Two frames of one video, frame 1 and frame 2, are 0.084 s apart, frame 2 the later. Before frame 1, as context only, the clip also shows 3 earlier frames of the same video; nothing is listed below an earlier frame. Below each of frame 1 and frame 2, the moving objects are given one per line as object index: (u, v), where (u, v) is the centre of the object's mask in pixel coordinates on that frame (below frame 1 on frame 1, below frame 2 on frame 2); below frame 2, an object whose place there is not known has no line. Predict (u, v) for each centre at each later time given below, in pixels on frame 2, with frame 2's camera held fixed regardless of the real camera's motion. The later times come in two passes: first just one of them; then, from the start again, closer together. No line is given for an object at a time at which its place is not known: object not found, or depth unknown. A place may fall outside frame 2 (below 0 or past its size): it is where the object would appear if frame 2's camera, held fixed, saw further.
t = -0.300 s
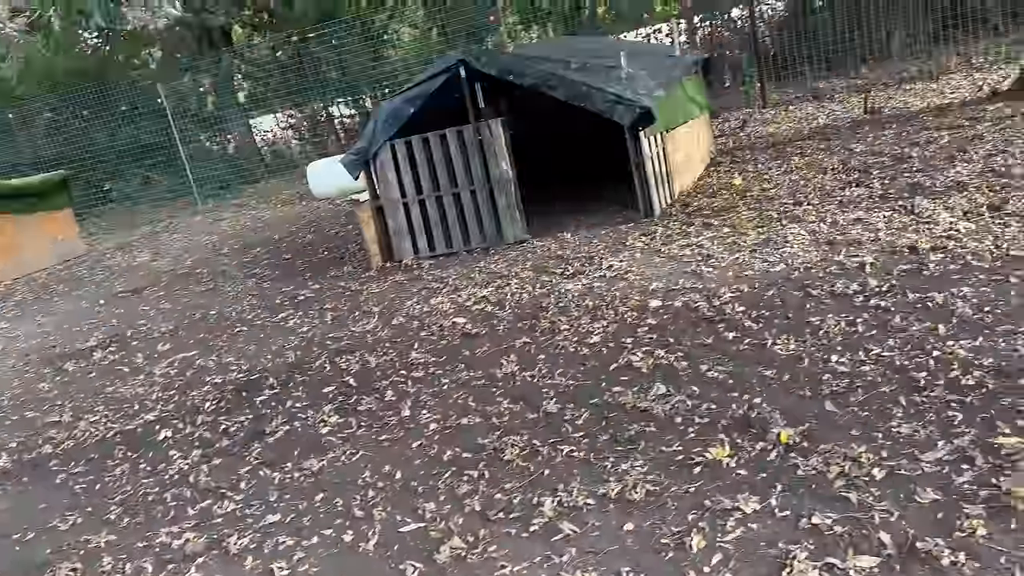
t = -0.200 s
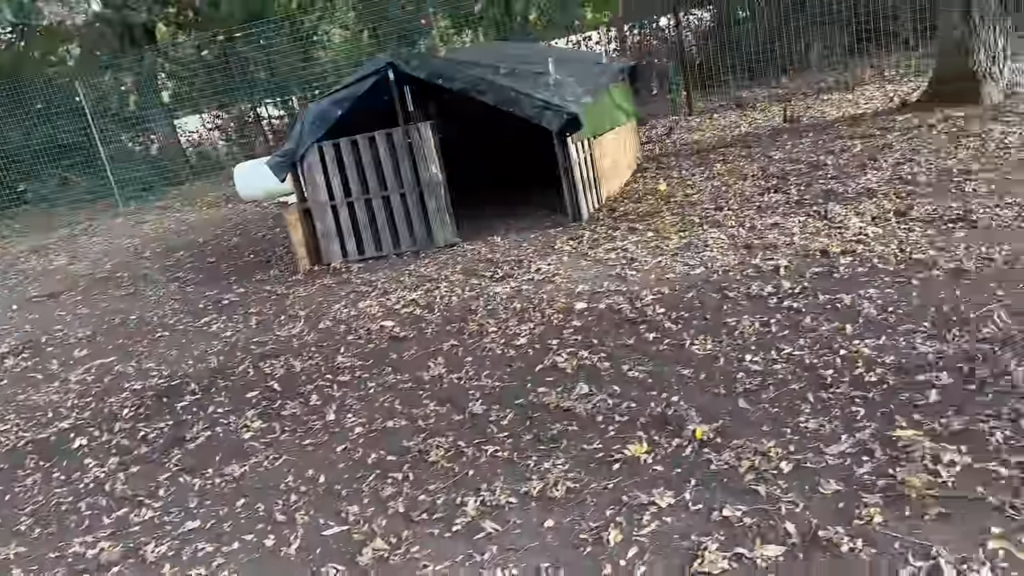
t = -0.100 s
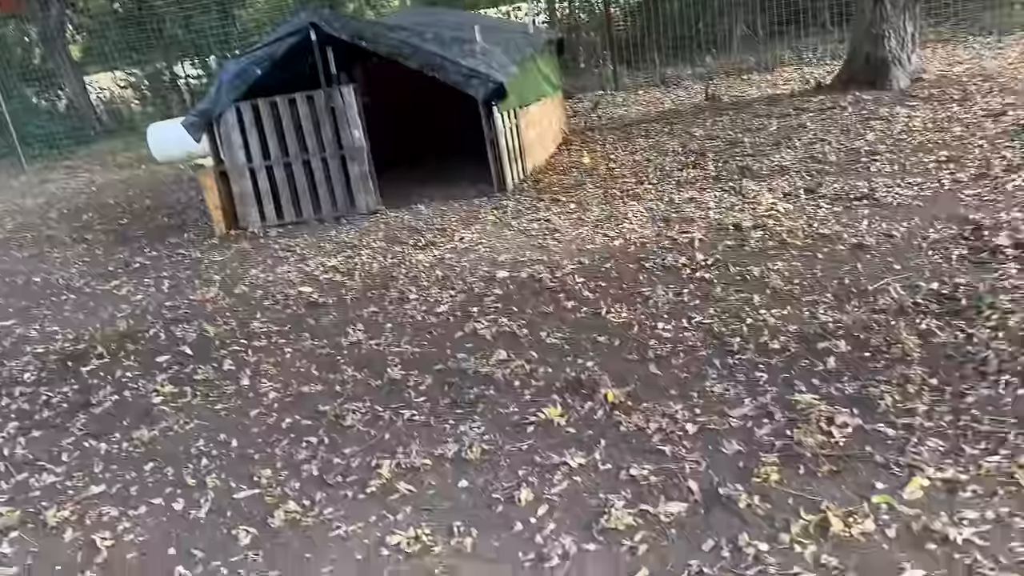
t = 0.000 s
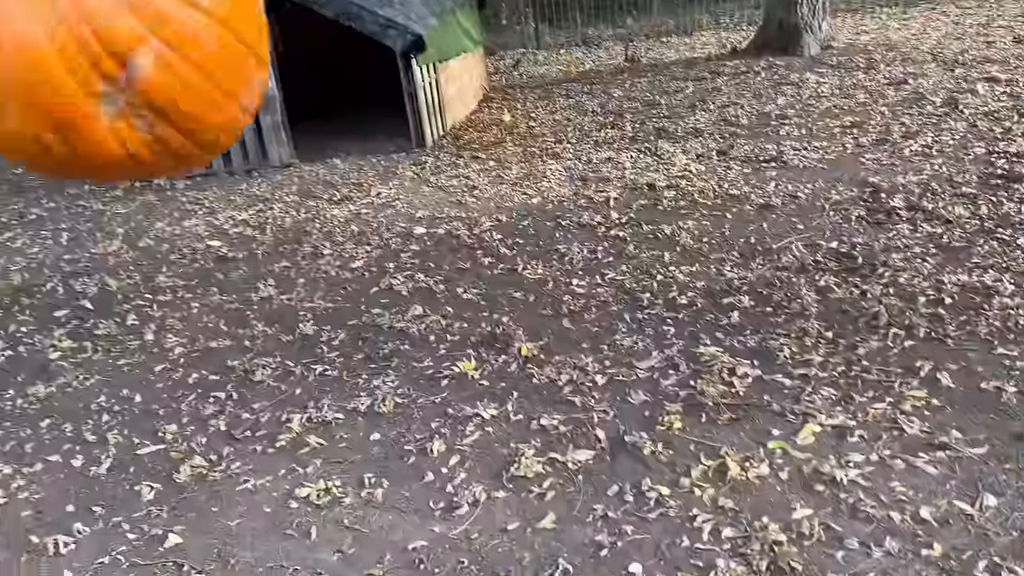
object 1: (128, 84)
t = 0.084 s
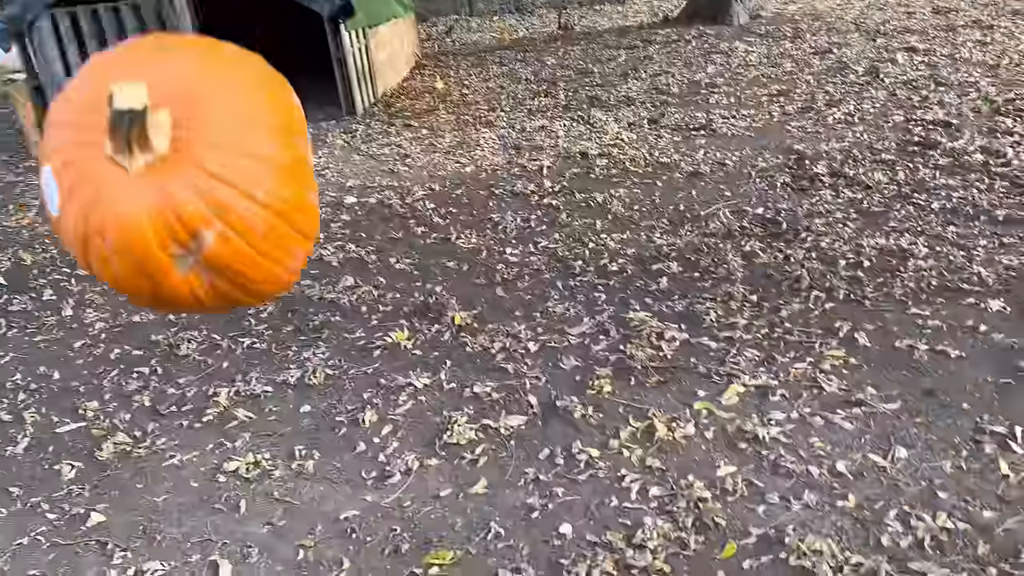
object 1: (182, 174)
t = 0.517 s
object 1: (530, 451)
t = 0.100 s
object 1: (214, 212)
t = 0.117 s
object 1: (244, 248)
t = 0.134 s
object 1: (269, 281)
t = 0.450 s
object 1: (506, 481)
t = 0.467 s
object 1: (511, 473)
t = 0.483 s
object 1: (518, 464)
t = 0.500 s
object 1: (523, 458)
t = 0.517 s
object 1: (530, 451)
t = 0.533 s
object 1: (537, 445)
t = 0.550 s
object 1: (544, 440)
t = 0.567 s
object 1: (551, 435)
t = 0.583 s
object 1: (556, 434)
